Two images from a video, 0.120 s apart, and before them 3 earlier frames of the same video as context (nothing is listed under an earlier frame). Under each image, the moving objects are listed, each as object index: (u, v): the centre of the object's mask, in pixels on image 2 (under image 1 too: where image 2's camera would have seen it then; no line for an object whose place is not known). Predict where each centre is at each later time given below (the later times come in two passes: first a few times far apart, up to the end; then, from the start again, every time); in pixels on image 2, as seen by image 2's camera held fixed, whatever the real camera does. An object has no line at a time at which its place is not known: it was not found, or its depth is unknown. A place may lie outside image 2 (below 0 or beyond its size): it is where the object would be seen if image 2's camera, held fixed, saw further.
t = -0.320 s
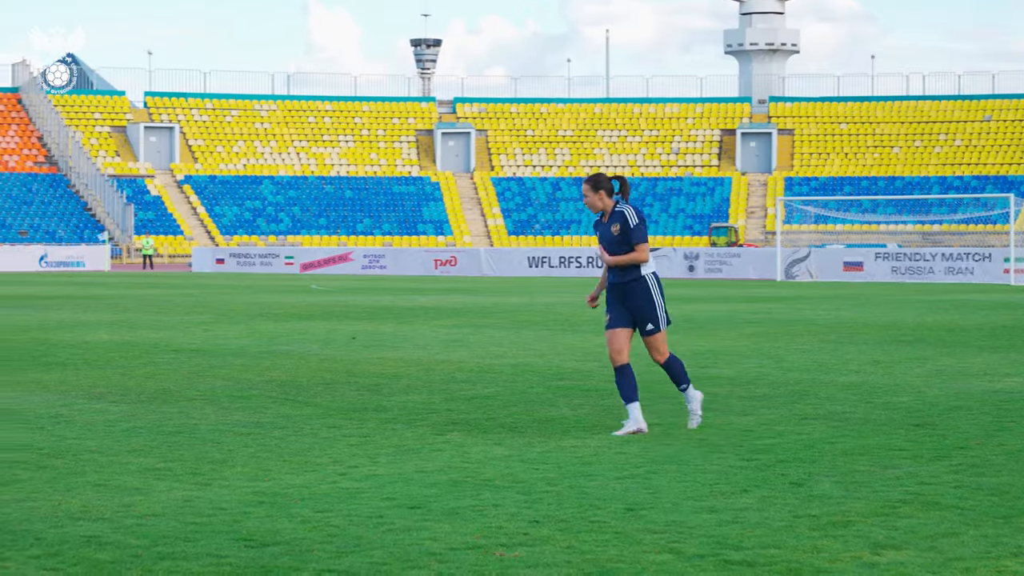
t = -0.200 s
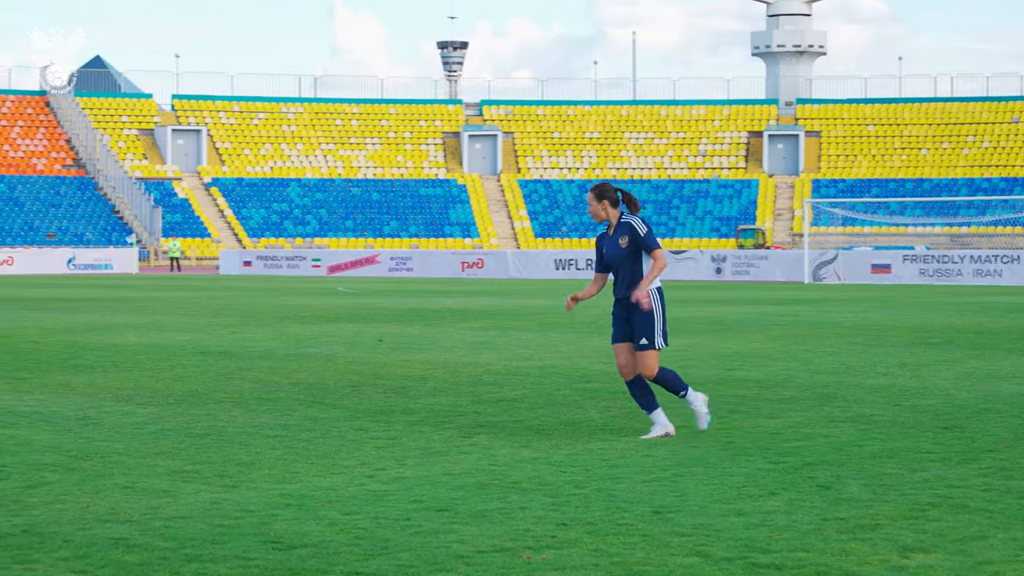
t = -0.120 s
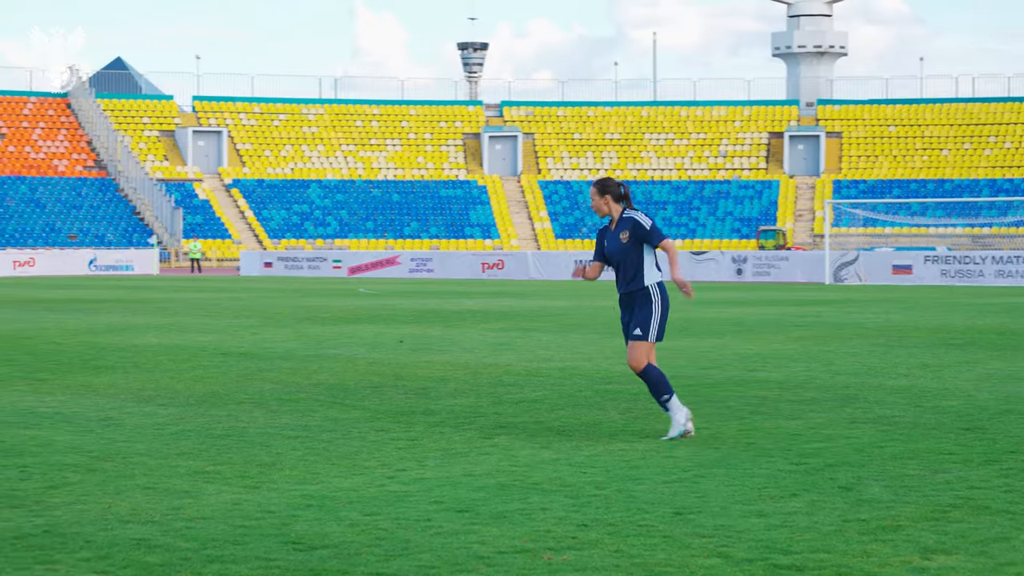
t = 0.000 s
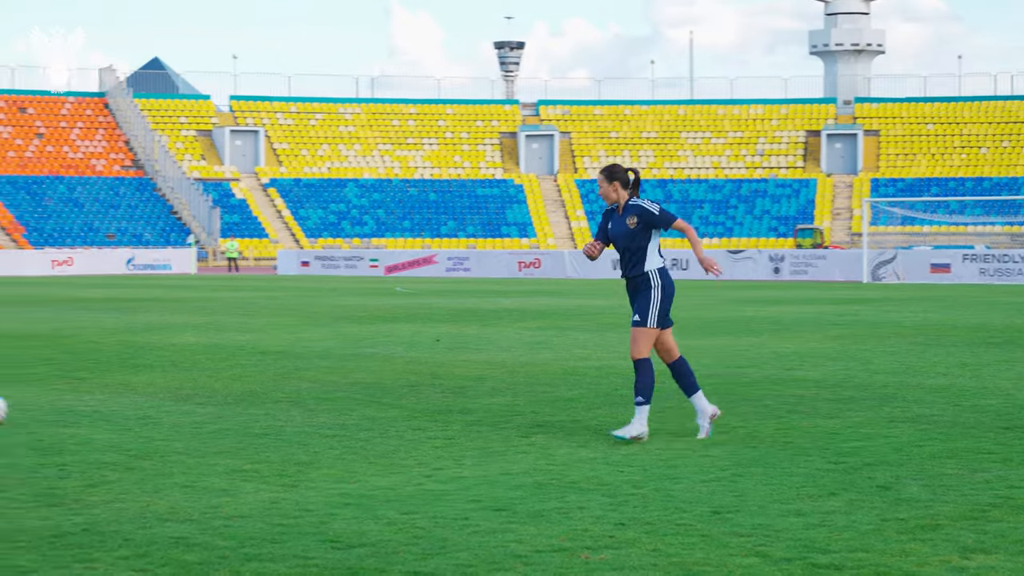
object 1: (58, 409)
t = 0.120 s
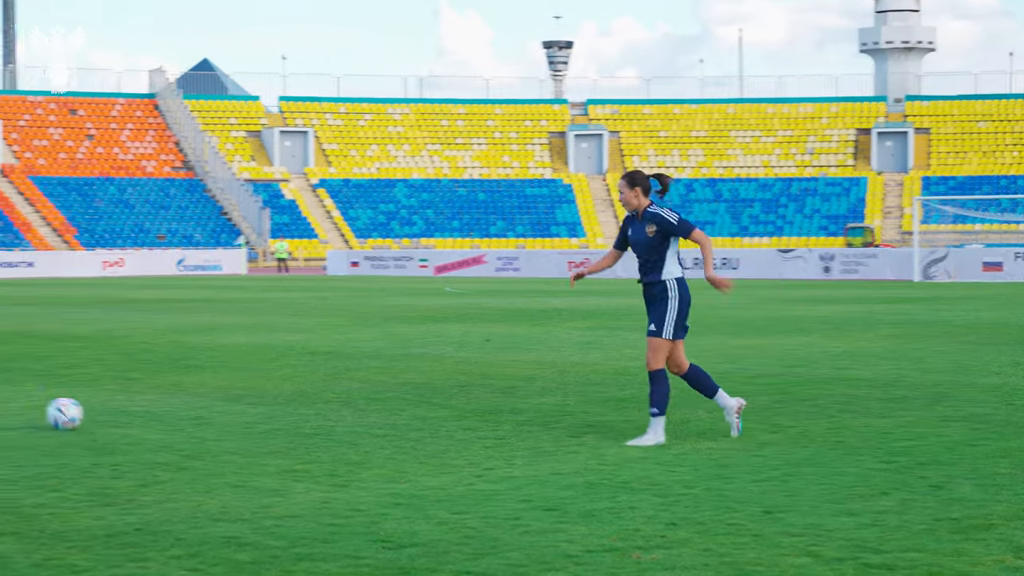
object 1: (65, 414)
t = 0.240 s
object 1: (85, 418)
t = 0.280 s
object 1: (92, 421)
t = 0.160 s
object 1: (71, 414)
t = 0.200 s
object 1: (79, 415)
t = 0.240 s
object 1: (85, 418)
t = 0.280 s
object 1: (92, 421)
